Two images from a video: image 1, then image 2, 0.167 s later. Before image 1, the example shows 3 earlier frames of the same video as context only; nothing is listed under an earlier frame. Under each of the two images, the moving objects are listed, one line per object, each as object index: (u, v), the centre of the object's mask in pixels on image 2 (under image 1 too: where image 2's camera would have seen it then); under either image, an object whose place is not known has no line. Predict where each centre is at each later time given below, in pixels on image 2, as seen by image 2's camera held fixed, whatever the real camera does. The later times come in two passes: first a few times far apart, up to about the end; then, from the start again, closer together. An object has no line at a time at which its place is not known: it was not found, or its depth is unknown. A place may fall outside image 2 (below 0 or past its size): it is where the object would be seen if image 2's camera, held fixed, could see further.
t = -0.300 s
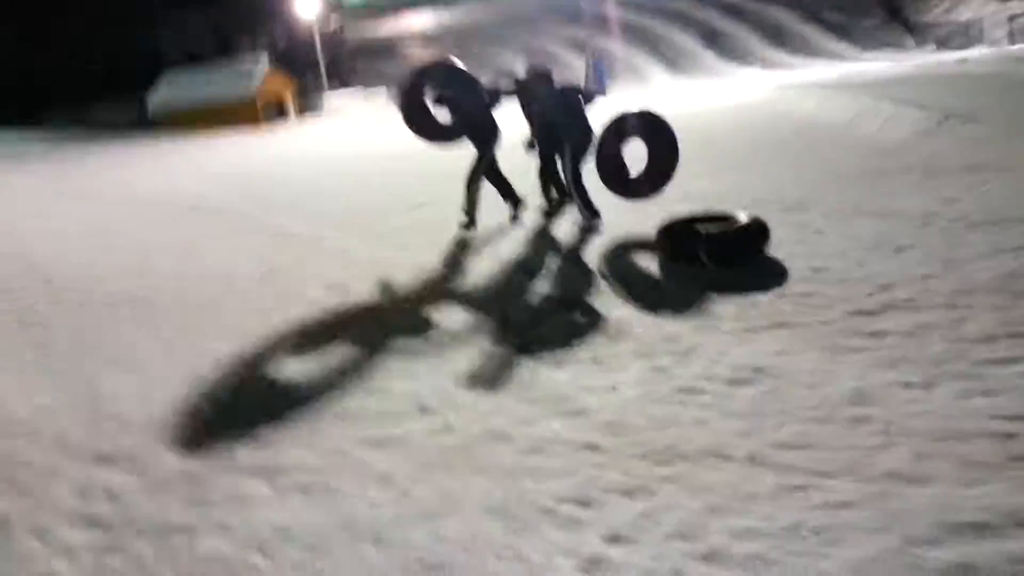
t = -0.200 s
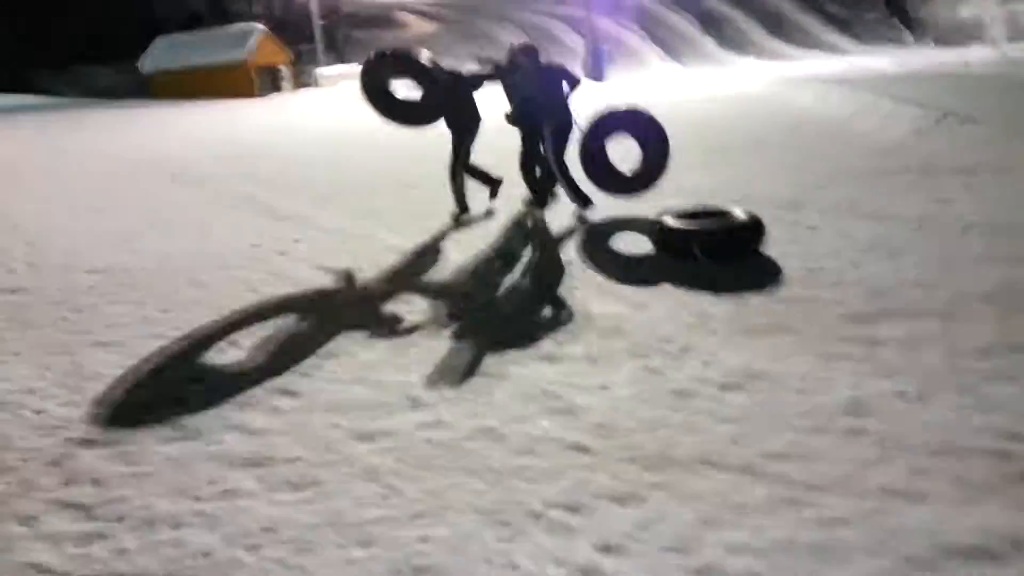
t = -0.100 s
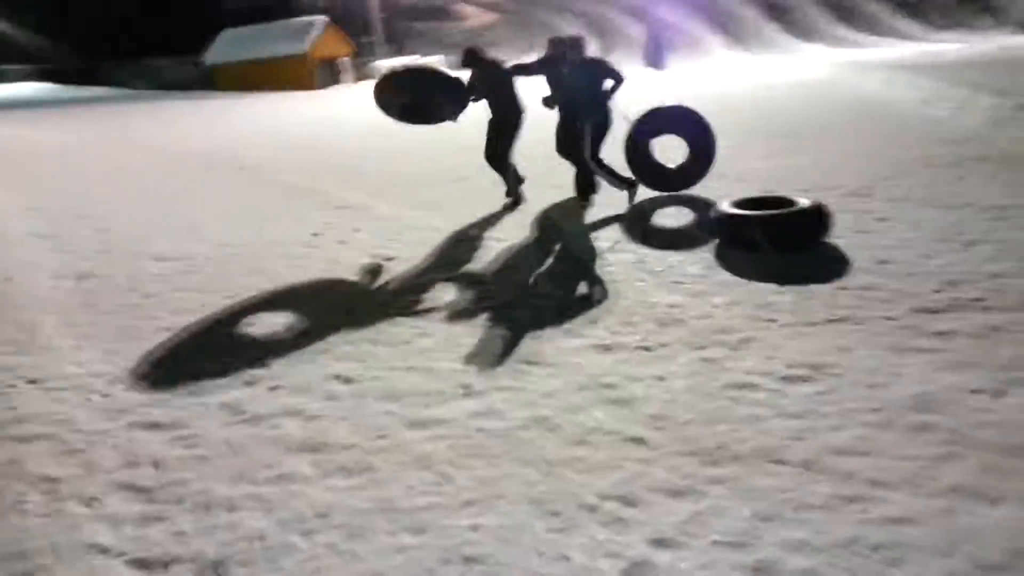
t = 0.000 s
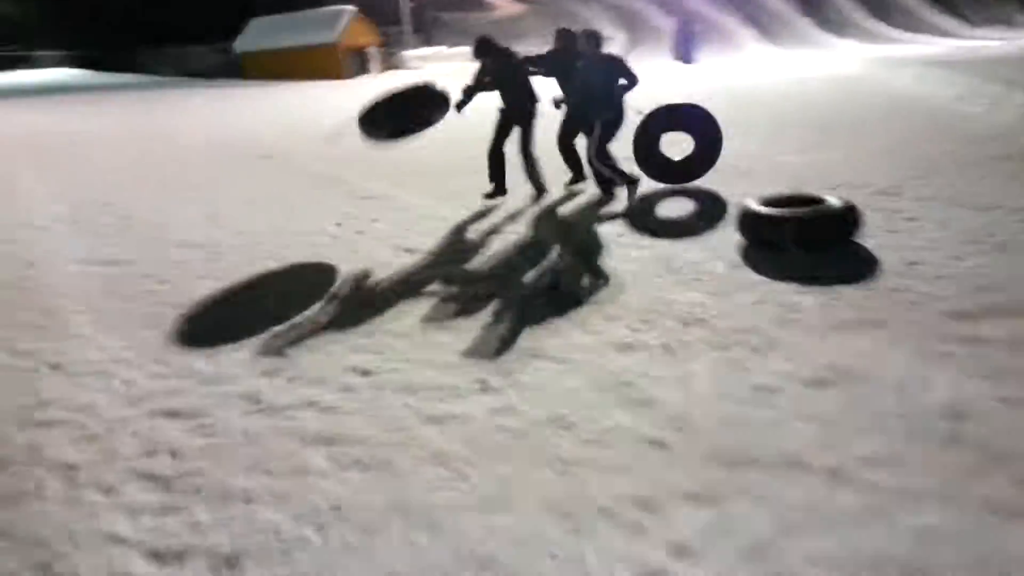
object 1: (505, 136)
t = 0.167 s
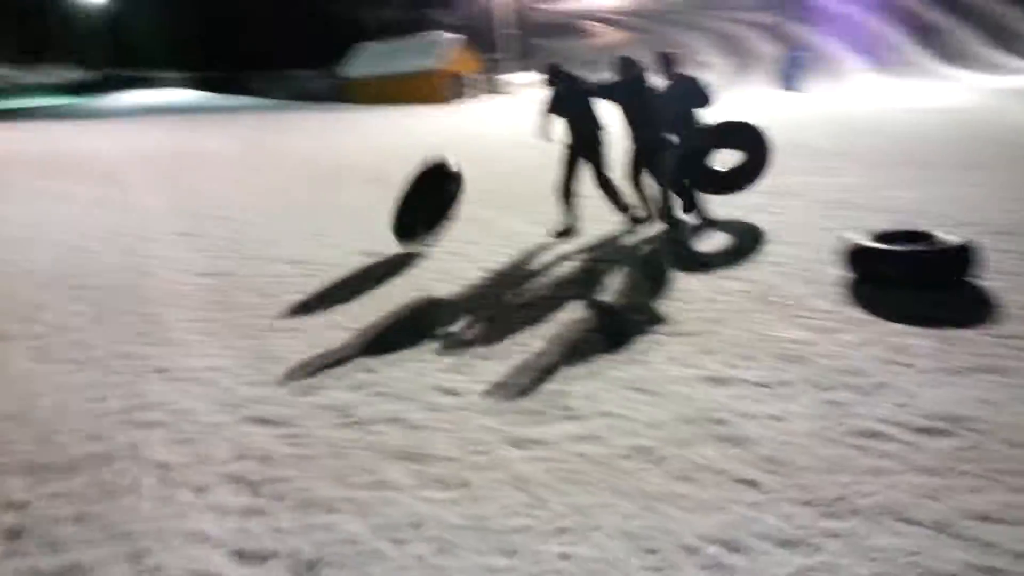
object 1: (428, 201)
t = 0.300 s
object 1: (389, 198)
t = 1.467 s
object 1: (110, 233)
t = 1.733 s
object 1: (57, 257)
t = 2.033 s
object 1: (8, 274)
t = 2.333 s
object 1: (-23, 285)
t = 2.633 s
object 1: (-44, 297)
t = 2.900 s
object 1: (-57, 304)
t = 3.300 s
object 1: (-64, 323)
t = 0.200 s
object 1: (417, 218)
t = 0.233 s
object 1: (409, 211)
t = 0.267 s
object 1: (399, 204)
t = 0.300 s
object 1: (389, 198)
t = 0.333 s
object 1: (377, 193)
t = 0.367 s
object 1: (369, 187)
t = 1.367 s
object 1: (127, 225)
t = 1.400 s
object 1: (121, 226)
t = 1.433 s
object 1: (116, 229)
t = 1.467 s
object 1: (110, 233)
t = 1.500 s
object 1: (106, 238)
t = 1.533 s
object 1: (101, 242)
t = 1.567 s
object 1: (93, 244)
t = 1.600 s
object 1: (86, 244)
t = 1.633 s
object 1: (80, 245)
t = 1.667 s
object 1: (73, 247)
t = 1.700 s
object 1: (64, 252)
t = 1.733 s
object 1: (57, 257)
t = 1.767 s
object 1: (54, 263)
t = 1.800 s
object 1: (48, 269)
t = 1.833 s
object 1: (41, 275)
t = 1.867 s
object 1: (33, 281)
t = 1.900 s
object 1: (29, 279)
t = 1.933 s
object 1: (26, 278)
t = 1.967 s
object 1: (21, 276)
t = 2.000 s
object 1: (14, 275)
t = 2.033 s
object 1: (8, 274)
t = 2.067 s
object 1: (5, 274)
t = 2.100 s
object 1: (2, 272)
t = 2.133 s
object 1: (-3, 273)
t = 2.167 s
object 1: (-8, 275)
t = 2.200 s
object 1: (-12, 275)
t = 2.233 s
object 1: (-14, 276)
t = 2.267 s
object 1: (-16, 279)
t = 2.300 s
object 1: (-19, 282)
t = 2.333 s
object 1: (-23, 285)
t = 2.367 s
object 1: (-26, 286)
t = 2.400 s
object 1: (-27, 291)
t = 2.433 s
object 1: (-29, 297)
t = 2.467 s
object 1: (-30, 302)
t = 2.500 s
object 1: (-31, 305)
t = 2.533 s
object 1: (-34, 305)
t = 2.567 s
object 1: (-39, 303)
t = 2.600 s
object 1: (-42, 300)
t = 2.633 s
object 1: (-44, 297)
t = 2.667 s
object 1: (-46, 297)
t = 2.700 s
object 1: (-48, 297)
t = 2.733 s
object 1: (-50, 295)
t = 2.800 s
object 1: (-56, 294)
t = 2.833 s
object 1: (-58, 298)
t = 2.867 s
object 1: (-57, 300)
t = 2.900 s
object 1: (-57, 304)
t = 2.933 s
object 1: (-58, 312)
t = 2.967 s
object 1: (-59, 317)
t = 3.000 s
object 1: (-57, 319)
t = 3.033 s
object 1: (-59, 318)
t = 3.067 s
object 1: (-59, 315)
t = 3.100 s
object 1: (-61, 316)
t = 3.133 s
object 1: (-62, 314)
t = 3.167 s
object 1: (-63, 314)
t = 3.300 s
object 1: (-64, 323)
